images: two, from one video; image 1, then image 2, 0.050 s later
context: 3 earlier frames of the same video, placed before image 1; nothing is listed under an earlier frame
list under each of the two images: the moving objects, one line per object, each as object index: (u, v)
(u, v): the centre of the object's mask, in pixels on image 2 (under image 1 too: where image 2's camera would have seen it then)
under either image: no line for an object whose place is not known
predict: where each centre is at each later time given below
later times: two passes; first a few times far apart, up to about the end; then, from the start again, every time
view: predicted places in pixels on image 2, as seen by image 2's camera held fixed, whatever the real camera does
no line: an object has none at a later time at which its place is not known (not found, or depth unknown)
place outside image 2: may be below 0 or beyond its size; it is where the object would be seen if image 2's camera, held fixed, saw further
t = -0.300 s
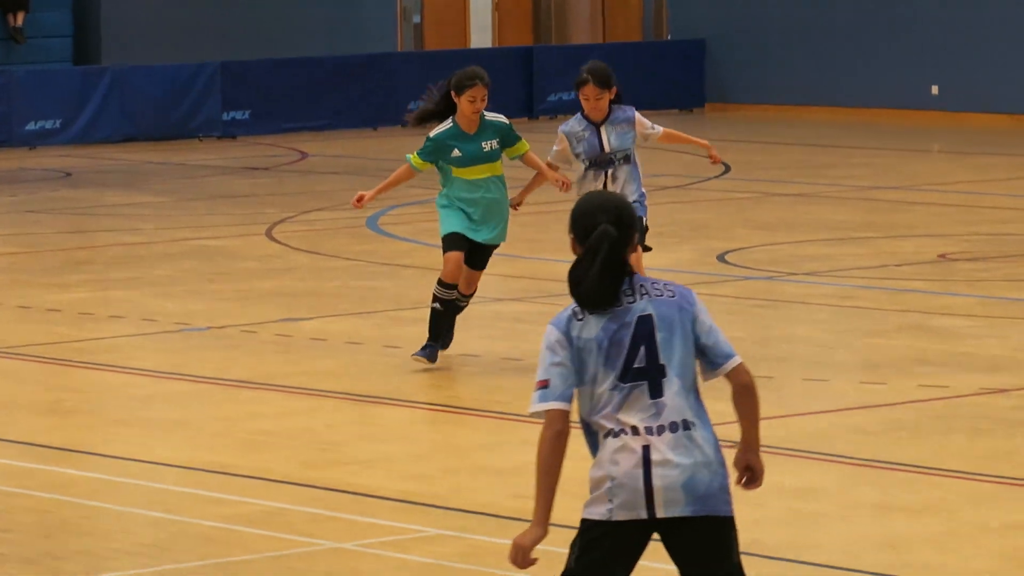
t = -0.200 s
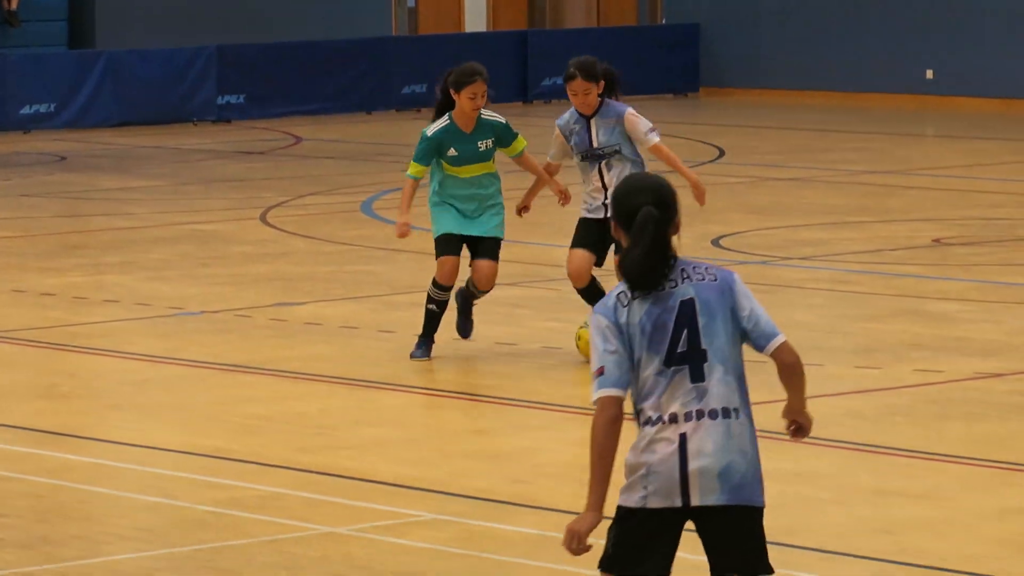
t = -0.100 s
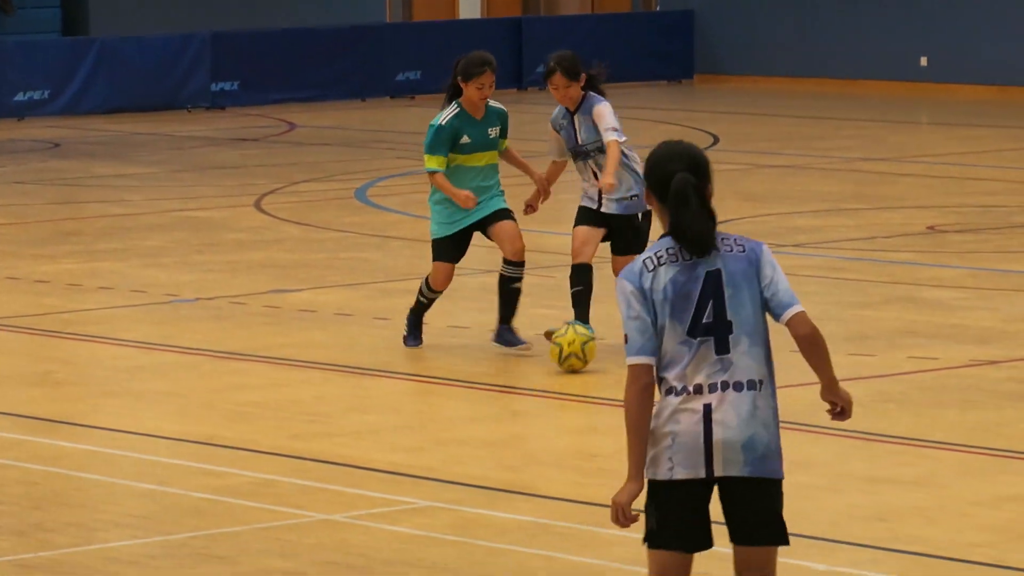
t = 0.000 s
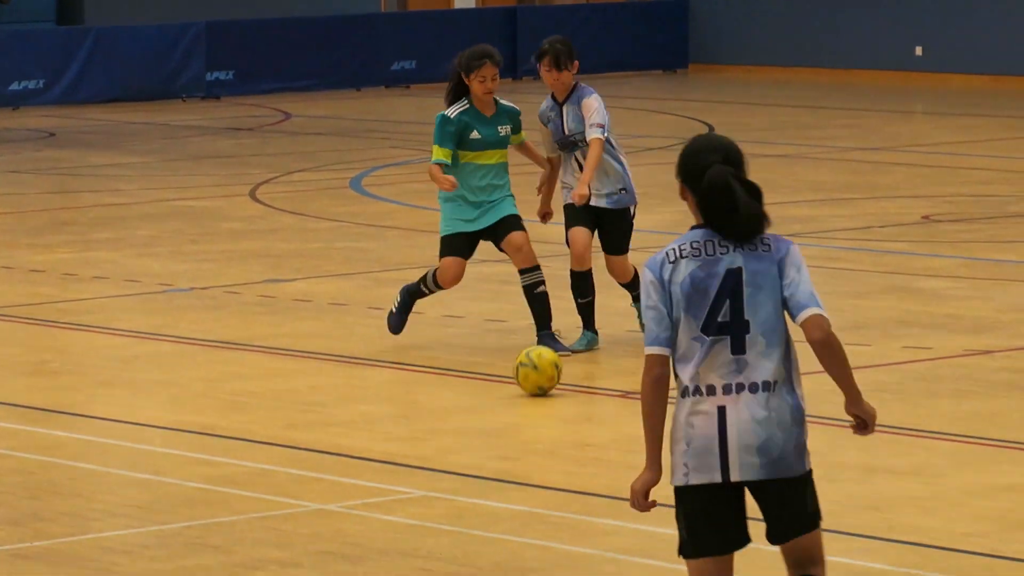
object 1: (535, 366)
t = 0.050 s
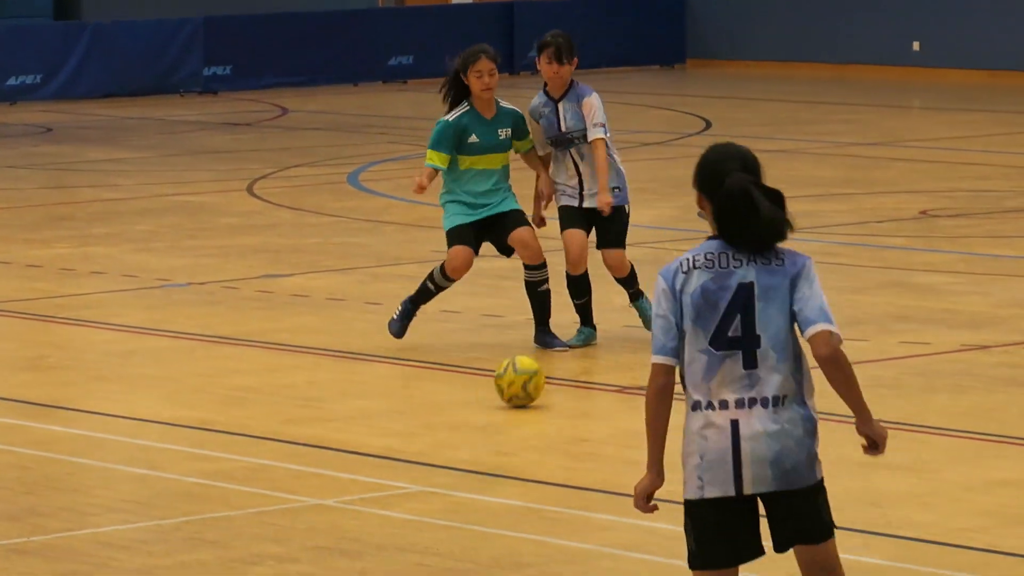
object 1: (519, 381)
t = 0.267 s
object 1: (450, 459)
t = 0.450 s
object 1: (386, 534)
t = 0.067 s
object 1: (514, 387)
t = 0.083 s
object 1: (509, 391)
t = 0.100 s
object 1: (504, 397)
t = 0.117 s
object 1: (499, 402)
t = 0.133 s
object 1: (493, 409)
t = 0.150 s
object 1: (488, 417)
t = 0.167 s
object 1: (483, 422)
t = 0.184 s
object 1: (477, 428)
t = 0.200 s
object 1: (472, 434)
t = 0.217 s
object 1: (466, 442)
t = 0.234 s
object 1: (461, 448)
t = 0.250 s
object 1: (456, 454)
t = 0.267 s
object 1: (450, 459)
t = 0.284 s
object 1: (444, 467)
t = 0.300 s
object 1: (439, 474)
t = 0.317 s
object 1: (432, 480)
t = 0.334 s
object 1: (427, 486)
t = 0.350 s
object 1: (422, 493)
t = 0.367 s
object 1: (415, 499)
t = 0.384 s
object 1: (409, 506)
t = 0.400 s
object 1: (404, 513)
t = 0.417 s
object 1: (397, 520)
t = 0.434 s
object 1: (392, 528)
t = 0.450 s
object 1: (386, 534)
